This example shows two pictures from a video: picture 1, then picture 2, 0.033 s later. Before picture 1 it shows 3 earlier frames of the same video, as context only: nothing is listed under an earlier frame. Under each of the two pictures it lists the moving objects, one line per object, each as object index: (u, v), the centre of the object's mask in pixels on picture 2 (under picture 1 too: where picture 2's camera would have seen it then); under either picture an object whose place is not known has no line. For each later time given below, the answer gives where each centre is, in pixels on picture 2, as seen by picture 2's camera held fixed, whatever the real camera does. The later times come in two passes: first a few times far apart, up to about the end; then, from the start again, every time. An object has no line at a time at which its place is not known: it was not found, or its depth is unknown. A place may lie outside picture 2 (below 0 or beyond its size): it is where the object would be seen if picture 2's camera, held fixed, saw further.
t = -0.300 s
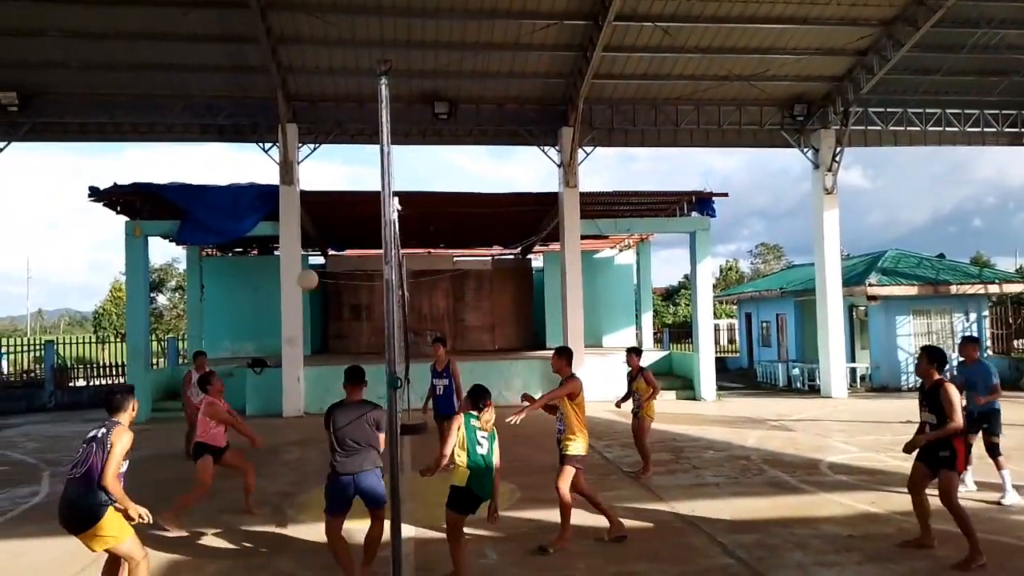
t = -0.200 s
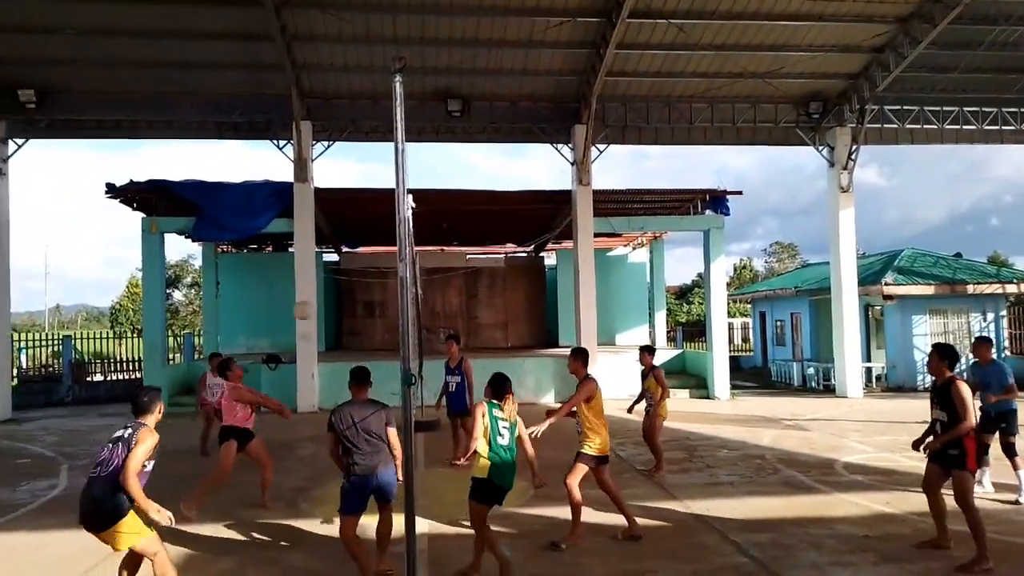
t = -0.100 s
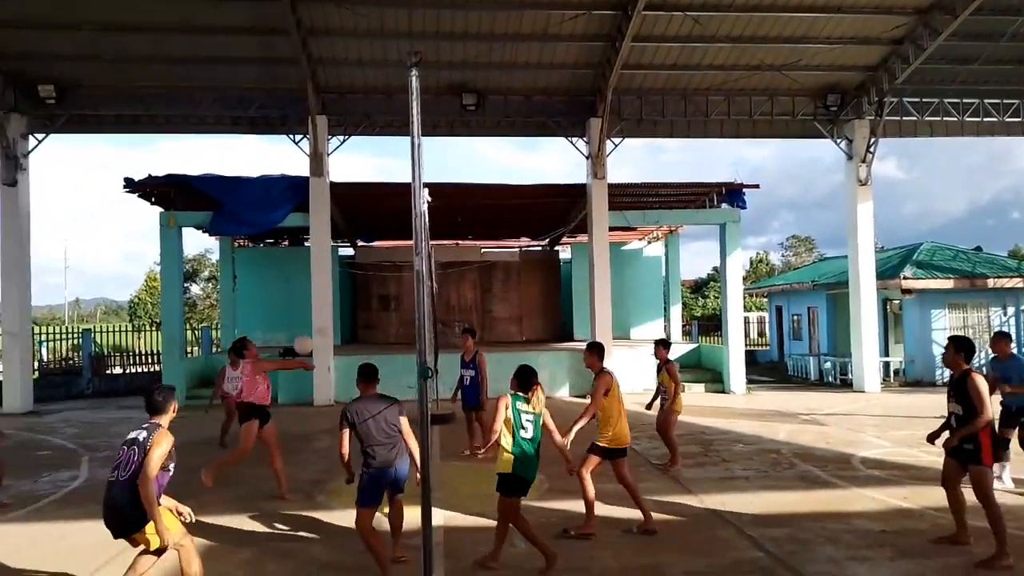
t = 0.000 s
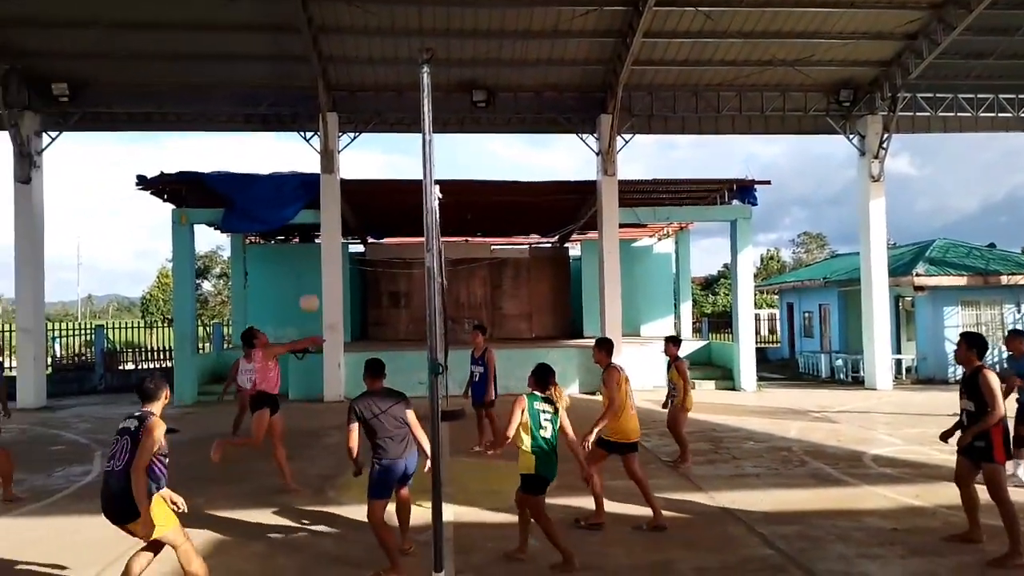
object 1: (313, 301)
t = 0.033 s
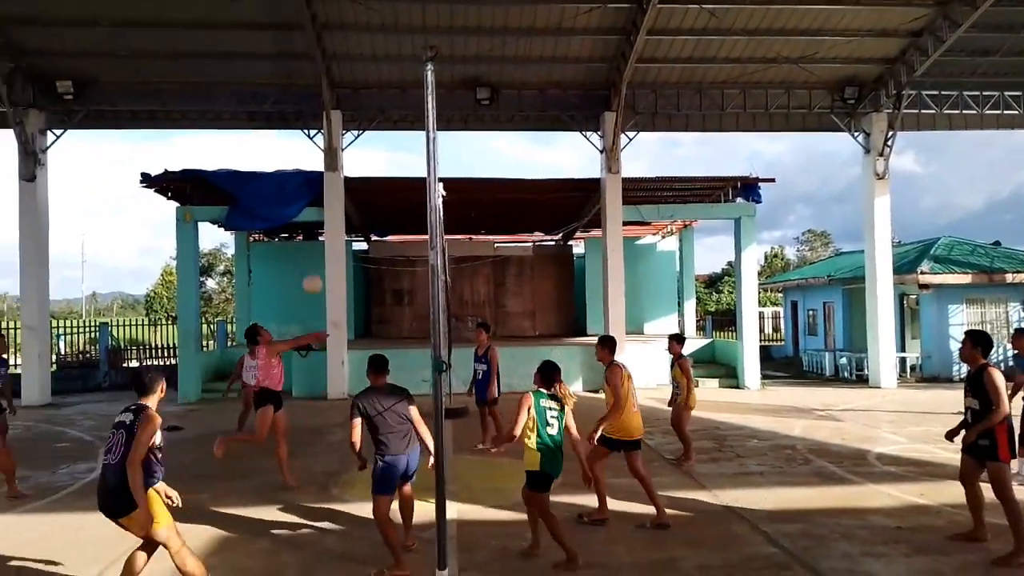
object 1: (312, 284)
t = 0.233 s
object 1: (309, 202)
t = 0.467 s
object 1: (305, 149)
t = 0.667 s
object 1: (303, 143)
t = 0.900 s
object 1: (303, 186)
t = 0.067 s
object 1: (311, 268)
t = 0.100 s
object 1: (311, 253)
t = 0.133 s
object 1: (310, 239)
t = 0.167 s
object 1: (310, 226)
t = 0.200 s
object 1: (310, 214)
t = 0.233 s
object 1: (309, 202)
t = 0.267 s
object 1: (308, 192)
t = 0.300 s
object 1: (307, 182)
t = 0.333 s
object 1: (307, 174)
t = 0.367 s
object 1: (306, 166)
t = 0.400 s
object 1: (306, 160)
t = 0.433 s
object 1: (306, 154)
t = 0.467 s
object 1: (305, 149)
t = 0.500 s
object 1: (305, 145)
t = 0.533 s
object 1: (305, 143)
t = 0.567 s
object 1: (304, 141)
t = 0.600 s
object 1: (304, 141)
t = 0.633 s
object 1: (303, 141)
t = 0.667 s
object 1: (303, 143)
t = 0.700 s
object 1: (304, 146)
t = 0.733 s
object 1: (303, 150)
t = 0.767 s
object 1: (303, 155)
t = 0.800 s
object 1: (302, 160)
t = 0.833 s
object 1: (303, 168)
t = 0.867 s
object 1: (303, 177)
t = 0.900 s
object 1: (303, 186)
